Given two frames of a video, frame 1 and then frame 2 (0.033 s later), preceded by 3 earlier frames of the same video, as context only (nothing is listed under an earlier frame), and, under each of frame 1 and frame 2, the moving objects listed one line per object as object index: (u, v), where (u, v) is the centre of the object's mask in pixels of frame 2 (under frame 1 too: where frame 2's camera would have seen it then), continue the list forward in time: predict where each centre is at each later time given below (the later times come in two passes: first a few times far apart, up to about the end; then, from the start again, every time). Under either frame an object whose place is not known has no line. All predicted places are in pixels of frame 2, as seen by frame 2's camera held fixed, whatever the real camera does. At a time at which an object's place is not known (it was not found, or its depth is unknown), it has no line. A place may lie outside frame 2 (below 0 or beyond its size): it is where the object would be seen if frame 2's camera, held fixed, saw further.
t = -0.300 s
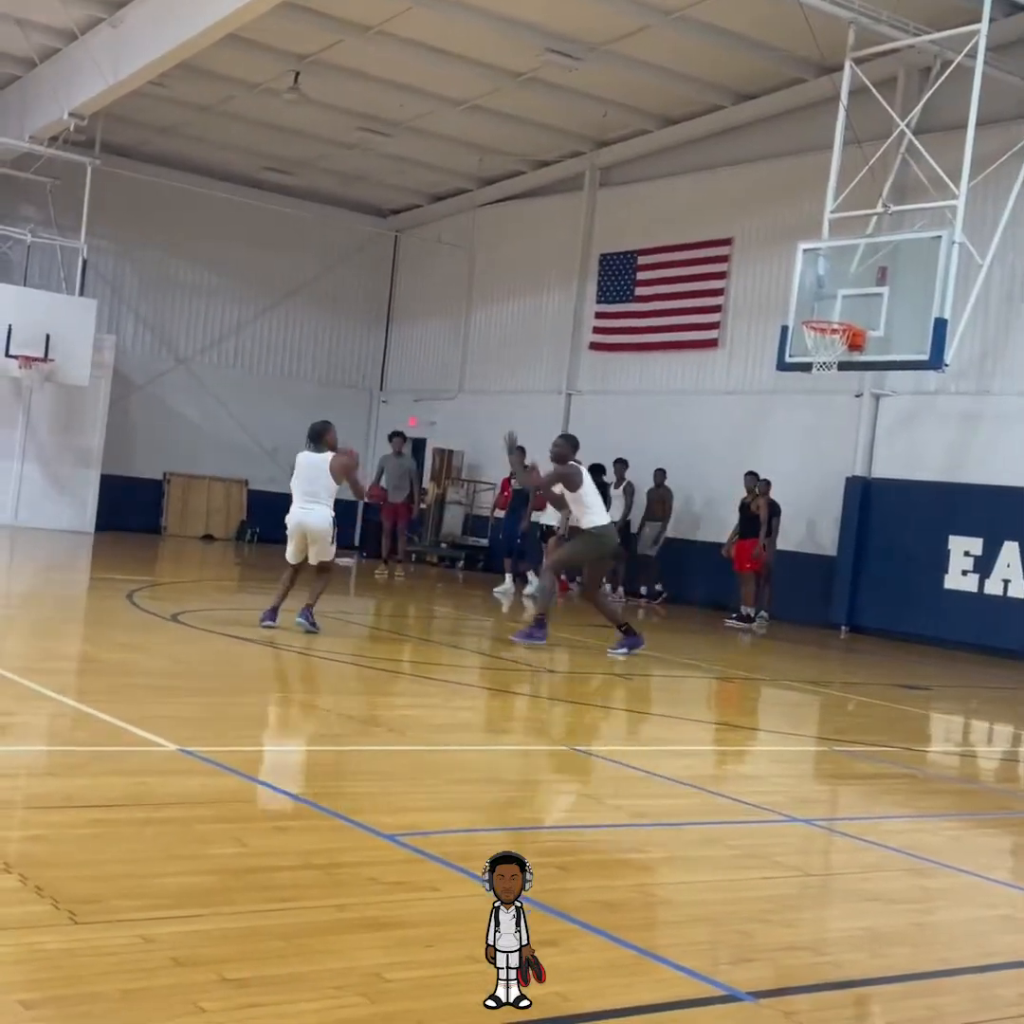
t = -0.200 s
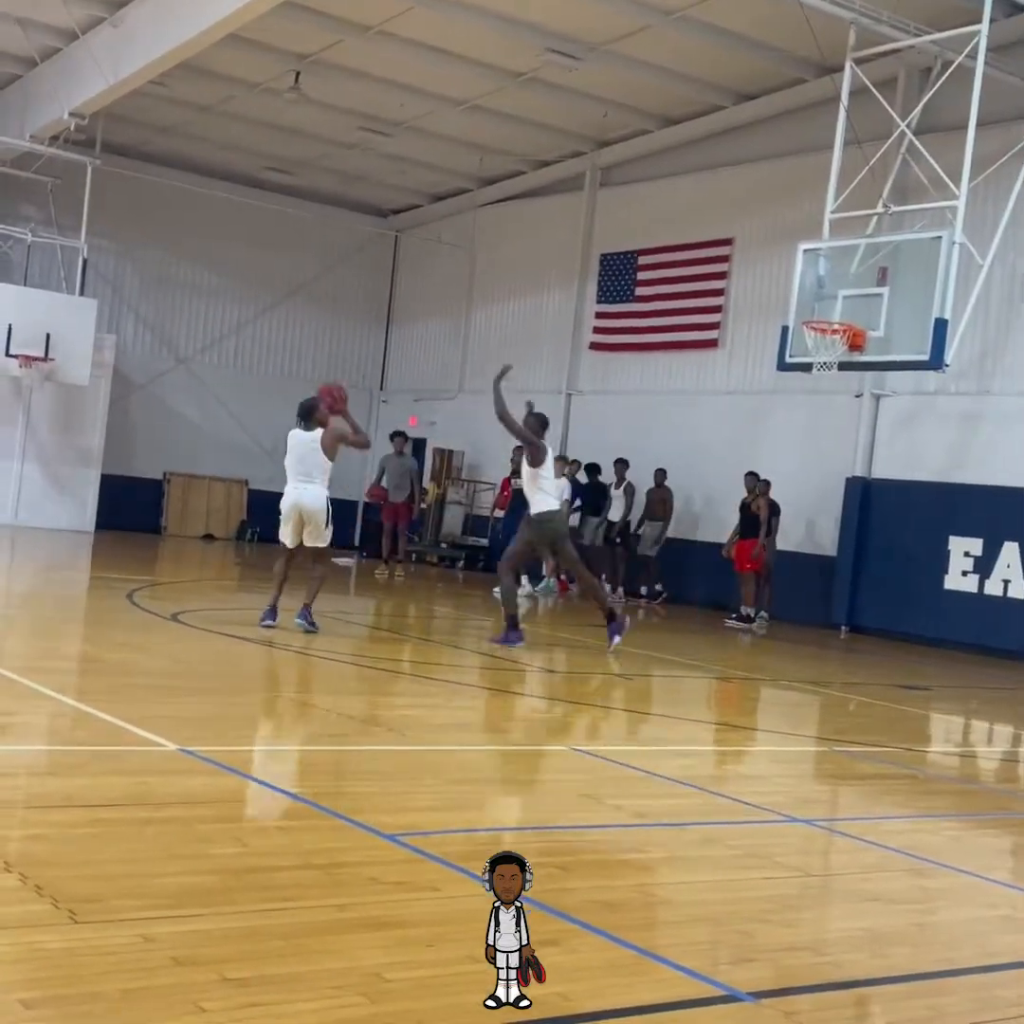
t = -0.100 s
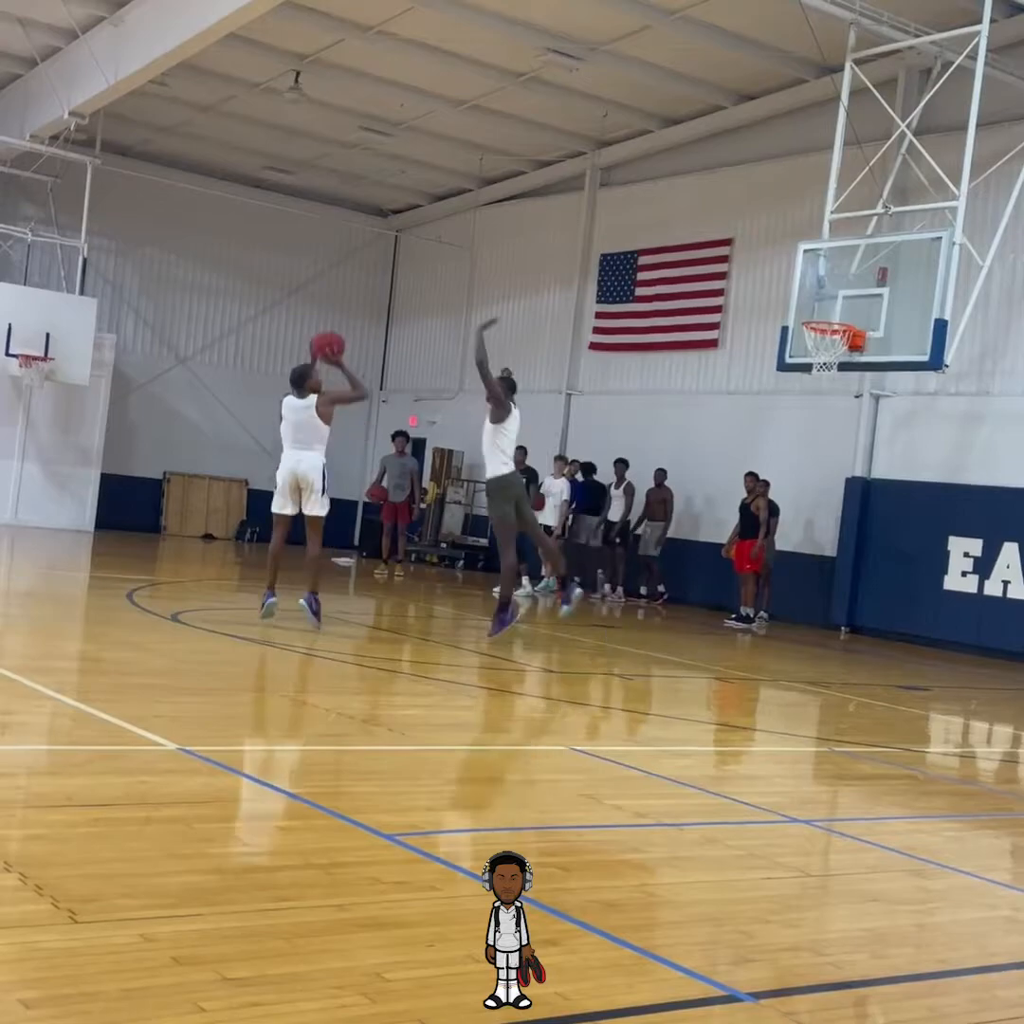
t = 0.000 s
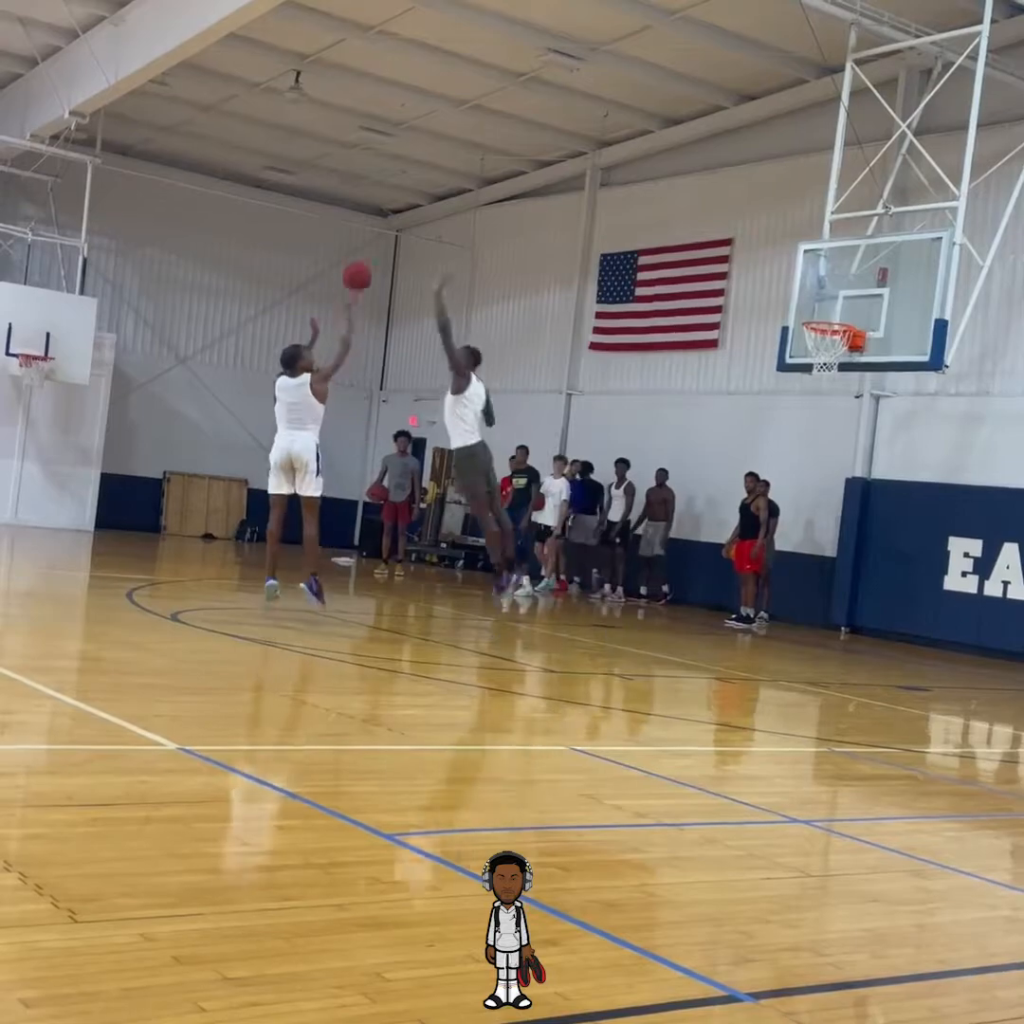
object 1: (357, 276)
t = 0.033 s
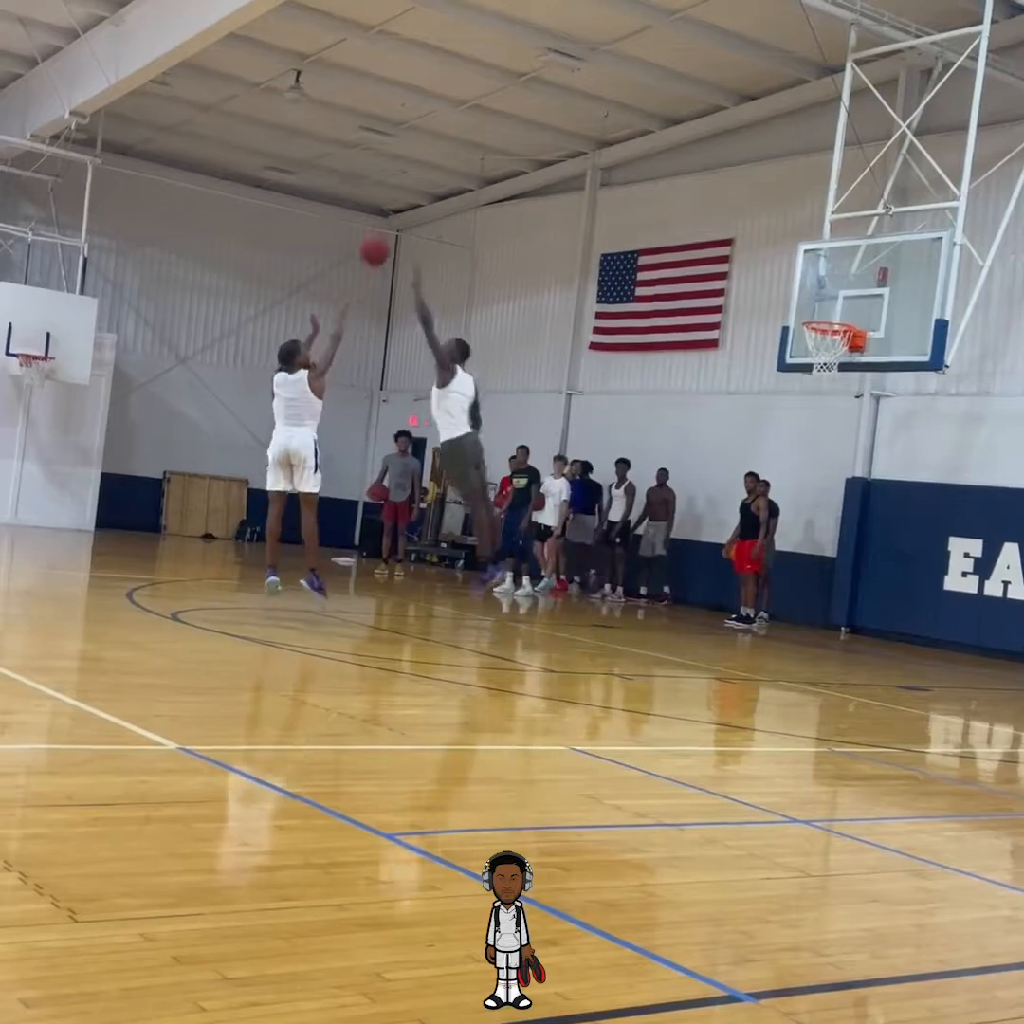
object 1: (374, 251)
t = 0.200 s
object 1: (453, 153)
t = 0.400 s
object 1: (538, 88)
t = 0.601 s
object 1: (610, 74)
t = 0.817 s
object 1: (675, 110)
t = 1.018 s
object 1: (725, 185)
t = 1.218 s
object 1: (768, 294)
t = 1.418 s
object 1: (804, 435)
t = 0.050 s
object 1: (382, 240)
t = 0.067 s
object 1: (391, 228)
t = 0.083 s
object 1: (398, 218)
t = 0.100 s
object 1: (407, 208)
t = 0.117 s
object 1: (415, 197)
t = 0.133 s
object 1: (423, 188)
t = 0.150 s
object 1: (431, 180)
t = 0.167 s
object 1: (438, 169)
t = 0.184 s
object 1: (447, 162)
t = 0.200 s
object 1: (453, 153)
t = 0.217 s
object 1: (461, 146)
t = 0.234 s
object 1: (468, 138)
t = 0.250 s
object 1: (476, 132)
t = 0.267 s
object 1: (483, 125)
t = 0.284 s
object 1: (490, 120)
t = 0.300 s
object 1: (497, 114)
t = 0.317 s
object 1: (505, 109)
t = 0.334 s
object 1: (511, 104)
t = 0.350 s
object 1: (518, 100)
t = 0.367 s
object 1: (525, 96)
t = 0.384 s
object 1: (532, 92)
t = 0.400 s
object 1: (538, 88)
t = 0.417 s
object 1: (545, 86)
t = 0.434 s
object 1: (551, 83)
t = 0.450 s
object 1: (557, 80)
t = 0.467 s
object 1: (563, 78)
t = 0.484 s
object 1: (570, 76)
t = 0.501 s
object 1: (575, 75)
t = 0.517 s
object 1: (582, 74)
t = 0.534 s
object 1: (587, 74)
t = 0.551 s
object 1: (593, 73)
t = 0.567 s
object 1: (599, 73)
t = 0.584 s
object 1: (604, 73)
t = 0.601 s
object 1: (610, 74)
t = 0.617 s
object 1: (615, 75)
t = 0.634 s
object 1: (620, 76)
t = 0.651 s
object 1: (626, 78)
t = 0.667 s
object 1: (631, 80)
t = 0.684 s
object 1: (637, 82)
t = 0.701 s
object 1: (641, 84)
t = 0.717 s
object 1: (647, 87)
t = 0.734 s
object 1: (652, 90)
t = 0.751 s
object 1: (656, 94)
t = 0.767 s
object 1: (661, 97)
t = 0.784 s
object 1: (667, 101)
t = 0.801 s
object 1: (671, 105)
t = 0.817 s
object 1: (675, 110)
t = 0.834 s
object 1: (679, 114)
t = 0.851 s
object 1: (684, 119)
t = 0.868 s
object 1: (688, 126)
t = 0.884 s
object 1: (693, 130)
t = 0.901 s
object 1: (697, 137)
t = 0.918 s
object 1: (701, 143)
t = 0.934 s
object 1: (706, 149)
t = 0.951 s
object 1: (710, 156)
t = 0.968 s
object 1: (714, 162)
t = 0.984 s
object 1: (718, 170)
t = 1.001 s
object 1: (722, 176)
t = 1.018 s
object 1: (725, 185)
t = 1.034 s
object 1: (729, 192)
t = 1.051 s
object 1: (733, 200)
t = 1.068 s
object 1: (737, 208)
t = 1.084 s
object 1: (740, 217)
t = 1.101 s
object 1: (744, 226)
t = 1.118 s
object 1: (747, 235)
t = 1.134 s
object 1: (751, 245)
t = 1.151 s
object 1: (754, 254)
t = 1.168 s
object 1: (758, 263)
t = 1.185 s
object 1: (761, 273)
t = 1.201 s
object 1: (765, 284)
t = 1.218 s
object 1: (768, 294)
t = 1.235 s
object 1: (771, 305)
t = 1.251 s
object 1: (774, 315)
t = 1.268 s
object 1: (777, 326)
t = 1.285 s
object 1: (780, 337)
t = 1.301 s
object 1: (783, 349)
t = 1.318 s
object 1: (786, 362)
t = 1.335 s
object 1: (790, 374)
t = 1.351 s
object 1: (792, 386)
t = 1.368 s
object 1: (795, 397)
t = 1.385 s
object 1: (797, 410)
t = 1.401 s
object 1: (801, 422)
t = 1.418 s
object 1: (804, 435)
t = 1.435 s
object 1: (806, 448)
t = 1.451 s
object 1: (809, 461)
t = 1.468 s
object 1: (811, 475)
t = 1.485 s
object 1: (814, 489)
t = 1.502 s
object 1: (817, 502)
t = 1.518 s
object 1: (821, 516)
